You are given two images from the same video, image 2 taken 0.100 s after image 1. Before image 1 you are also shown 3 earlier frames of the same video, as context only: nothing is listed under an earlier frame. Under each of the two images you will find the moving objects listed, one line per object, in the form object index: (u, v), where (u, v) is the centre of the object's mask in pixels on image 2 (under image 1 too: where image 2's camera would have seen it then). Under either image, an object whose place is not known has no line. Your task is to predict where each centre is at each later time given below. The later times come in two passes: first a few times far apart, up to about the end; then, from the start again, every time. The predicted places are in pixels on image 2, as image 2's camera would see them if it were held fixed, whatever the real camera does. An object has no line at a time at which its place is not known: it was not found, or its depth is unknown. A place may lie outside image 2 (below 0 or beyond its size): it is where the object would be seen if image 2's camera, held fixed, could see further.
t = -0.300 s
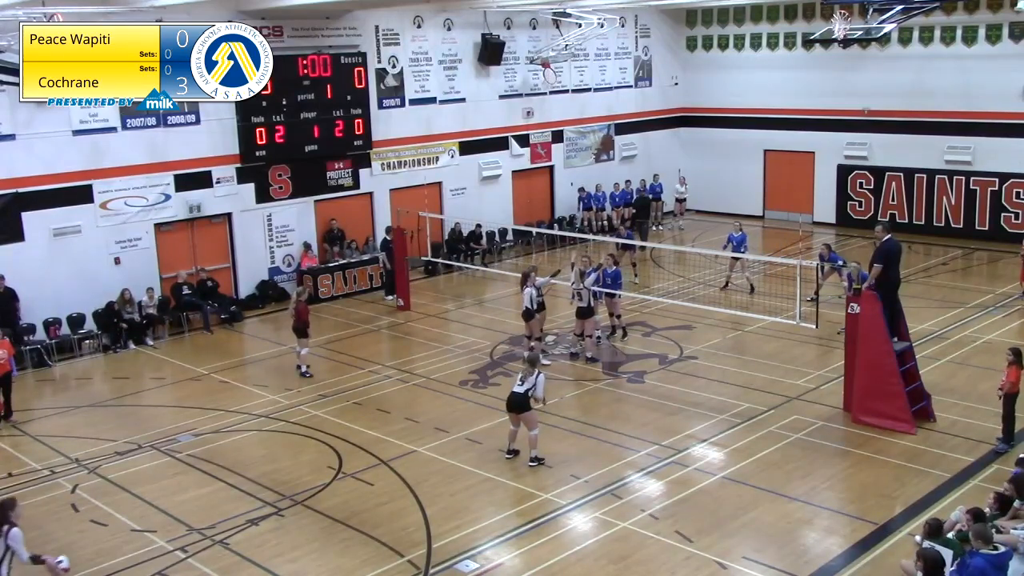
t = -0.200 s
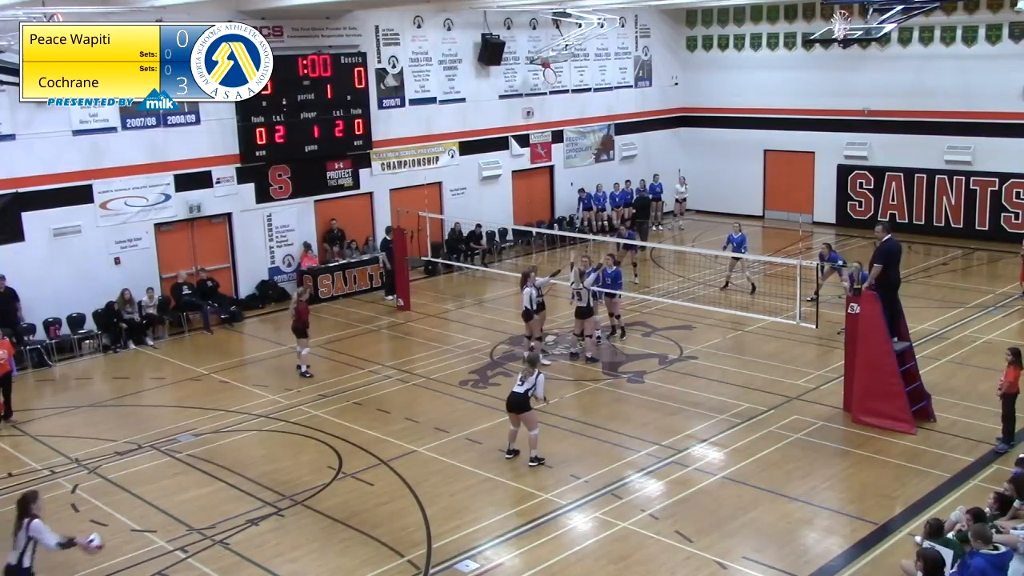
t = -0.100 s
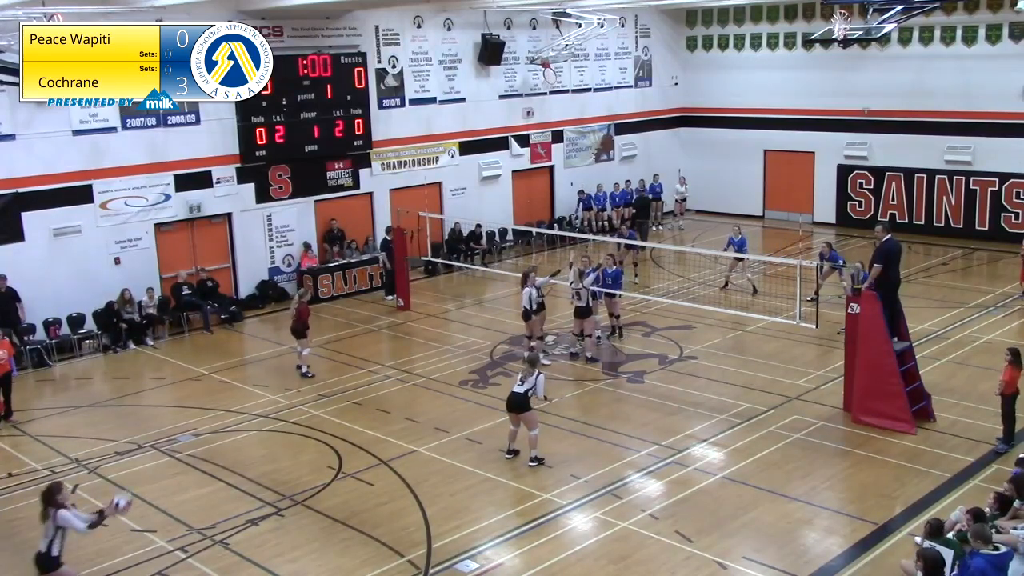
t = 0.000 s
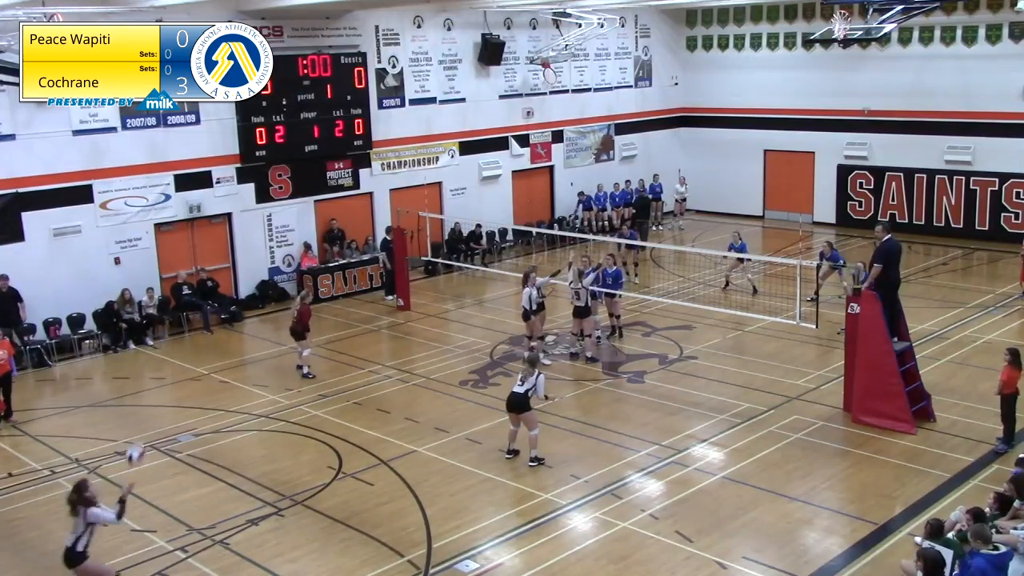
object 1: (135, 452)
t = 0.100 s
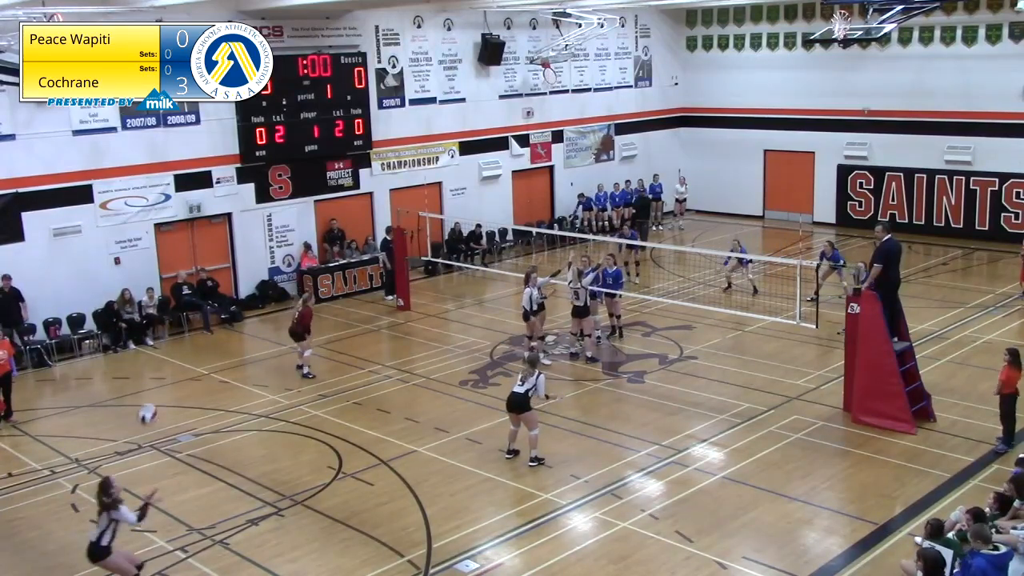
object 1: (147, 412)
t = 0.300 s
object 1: (174, 363)
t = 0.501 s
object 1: (203, 351)
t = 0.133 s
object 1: (151, 401)
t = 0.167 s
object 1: (156, 391)
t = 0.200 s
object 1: (160, 383)
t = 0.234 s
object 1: (165, 375)
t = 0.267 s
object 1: (169, 368)
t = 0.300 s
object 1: (174, 363)
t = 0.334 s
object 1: (179, 360)
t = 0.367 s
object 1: (183, 355)
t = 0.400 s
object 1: (188, 353)
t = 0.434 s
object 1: (193, 351)
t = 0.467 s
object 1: (198, 351)
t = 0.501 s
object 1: (203, 351)
